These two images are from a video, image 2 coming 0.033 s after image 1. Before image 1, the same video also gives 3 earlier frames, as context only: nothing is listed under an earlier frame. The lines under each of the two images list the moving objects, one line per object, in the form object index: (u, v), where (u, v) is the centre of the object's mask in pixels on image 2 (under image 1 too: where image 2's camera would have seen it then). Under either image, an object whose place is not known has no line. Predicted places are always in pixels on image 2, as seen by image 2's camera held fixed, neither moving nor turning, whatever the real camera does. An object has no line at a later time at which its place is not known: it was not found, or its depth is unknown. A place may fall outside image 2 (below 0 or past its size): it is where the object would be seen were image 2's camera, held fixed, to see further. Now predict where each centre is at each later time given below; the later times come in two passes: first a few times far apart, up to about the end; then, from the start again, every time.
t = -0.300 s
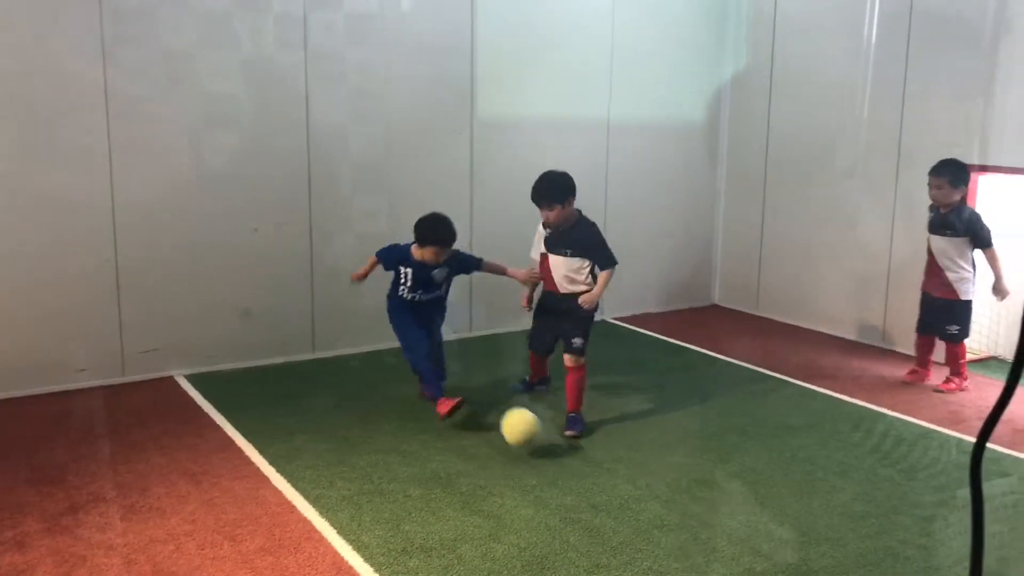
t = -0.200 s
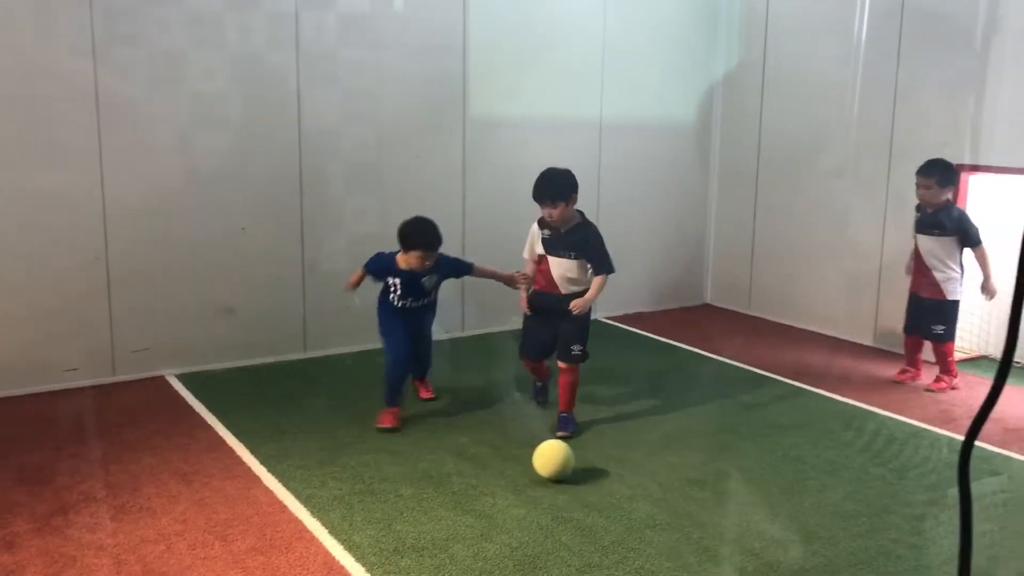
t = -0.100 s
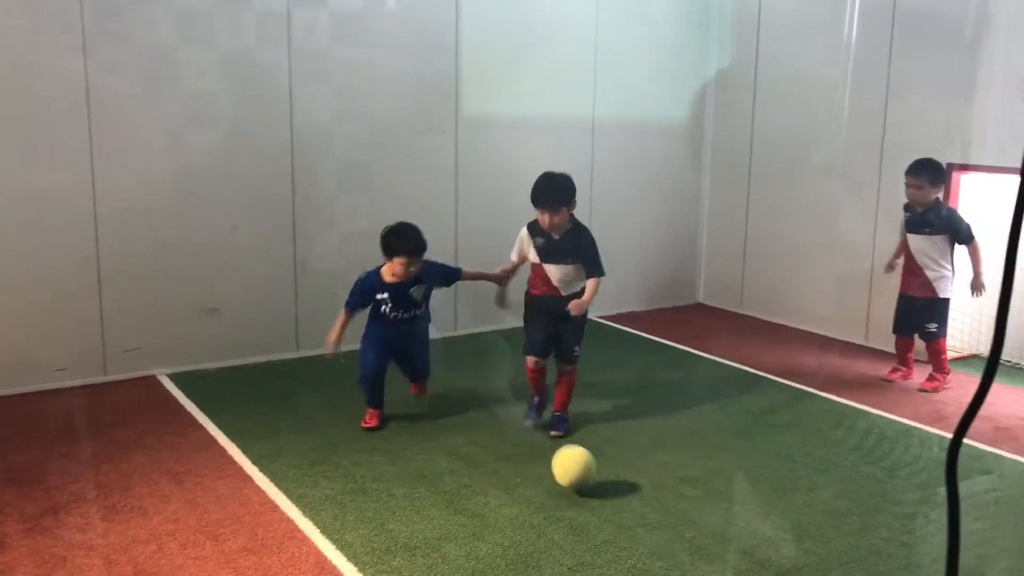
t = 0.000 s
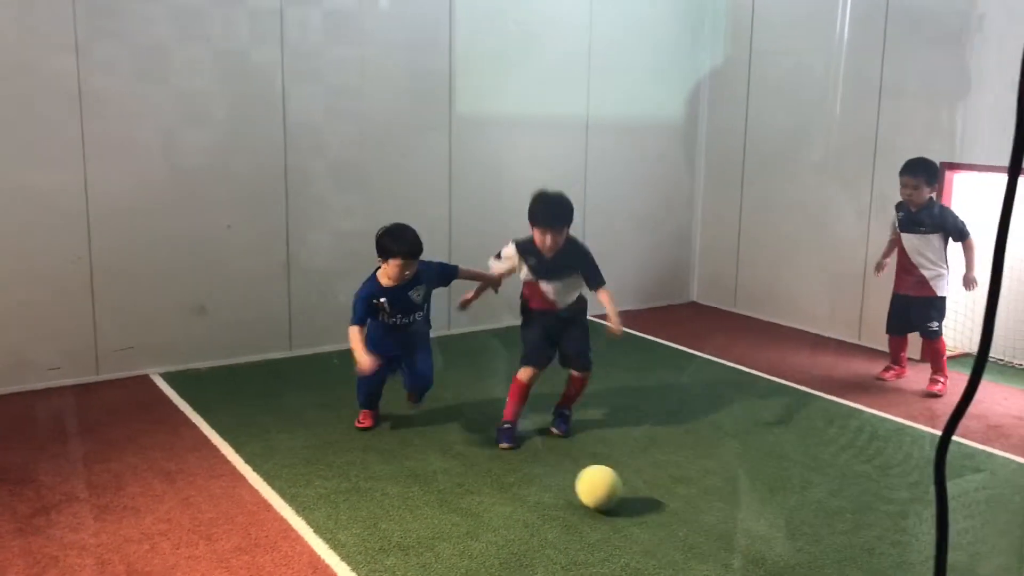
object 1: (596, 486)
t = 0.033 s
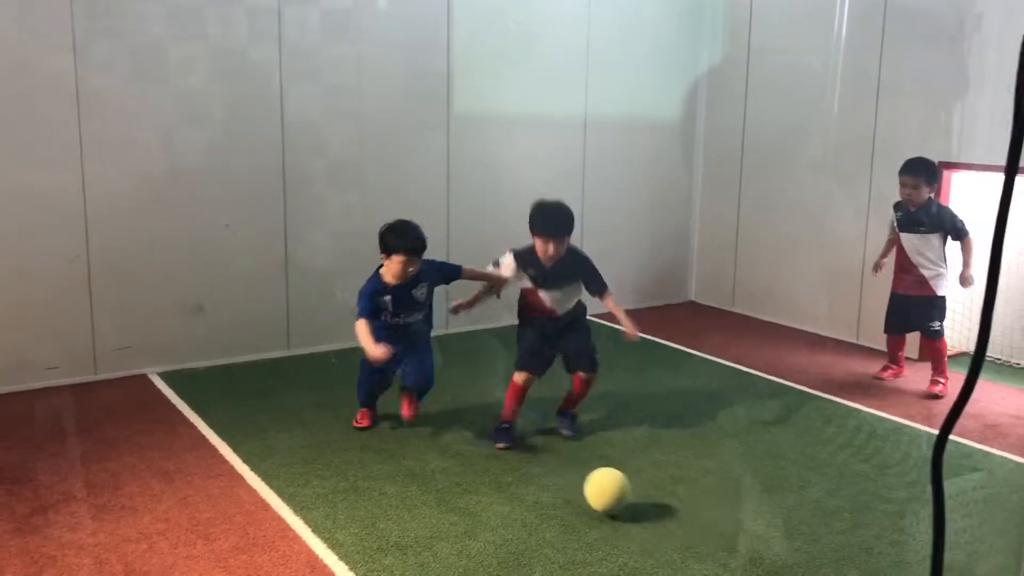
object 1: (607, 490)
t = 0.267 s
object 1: (693, 542)
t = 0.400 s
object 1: (748, 570)
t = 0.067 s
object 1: (618, 496)
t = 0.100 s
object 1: (628, 504)
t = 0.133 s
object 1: (640, 514)
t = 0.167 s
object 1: (653, 519)
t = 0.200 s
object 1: (667, 526)
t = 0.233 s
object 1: (679, 535)
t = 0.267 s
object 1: (693, 542)
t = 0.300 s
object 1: (706, 549)
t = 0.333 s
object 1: (719, 558)
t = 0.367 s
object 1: (733, 564)
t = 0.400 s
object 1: (748, 570)
